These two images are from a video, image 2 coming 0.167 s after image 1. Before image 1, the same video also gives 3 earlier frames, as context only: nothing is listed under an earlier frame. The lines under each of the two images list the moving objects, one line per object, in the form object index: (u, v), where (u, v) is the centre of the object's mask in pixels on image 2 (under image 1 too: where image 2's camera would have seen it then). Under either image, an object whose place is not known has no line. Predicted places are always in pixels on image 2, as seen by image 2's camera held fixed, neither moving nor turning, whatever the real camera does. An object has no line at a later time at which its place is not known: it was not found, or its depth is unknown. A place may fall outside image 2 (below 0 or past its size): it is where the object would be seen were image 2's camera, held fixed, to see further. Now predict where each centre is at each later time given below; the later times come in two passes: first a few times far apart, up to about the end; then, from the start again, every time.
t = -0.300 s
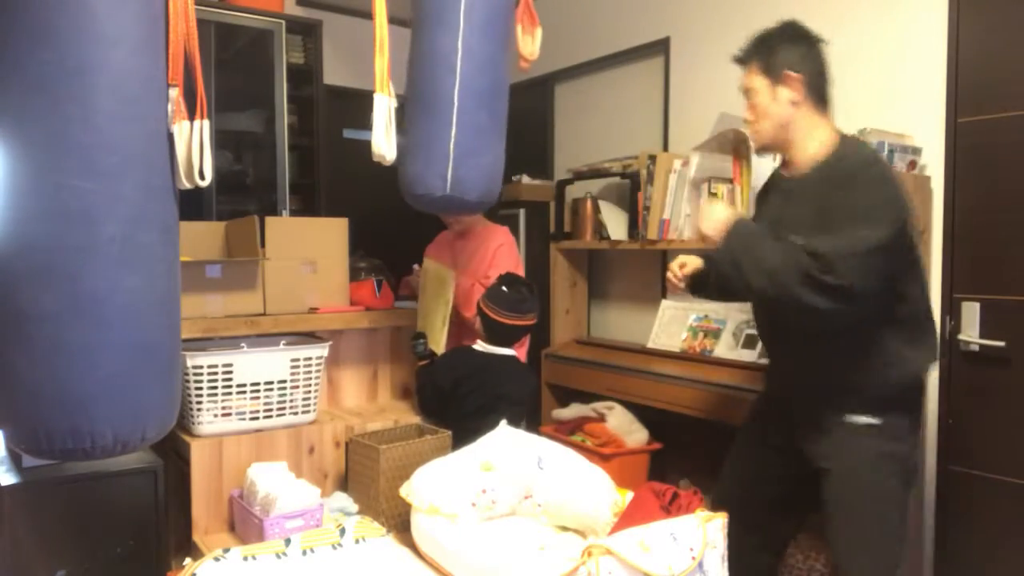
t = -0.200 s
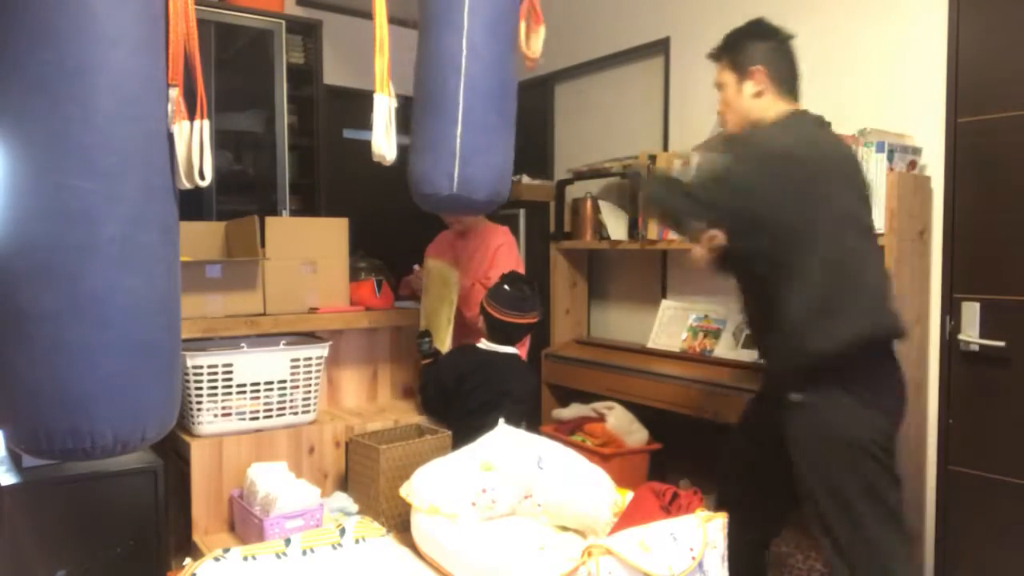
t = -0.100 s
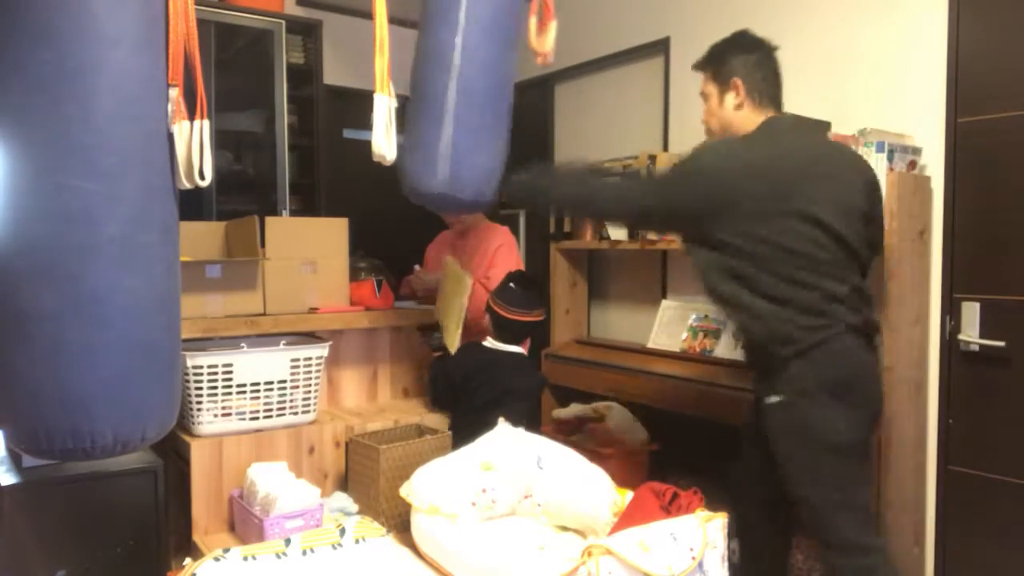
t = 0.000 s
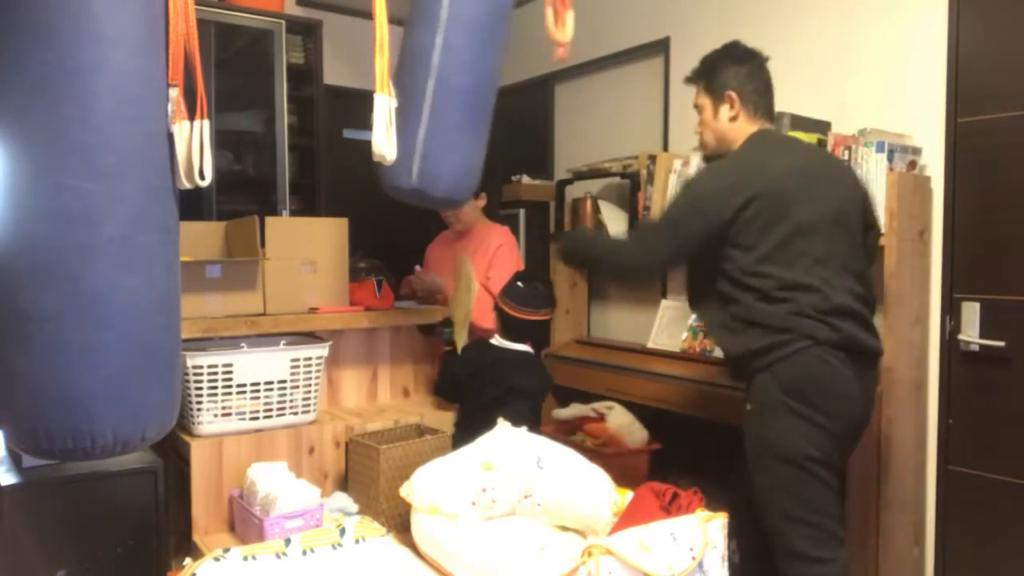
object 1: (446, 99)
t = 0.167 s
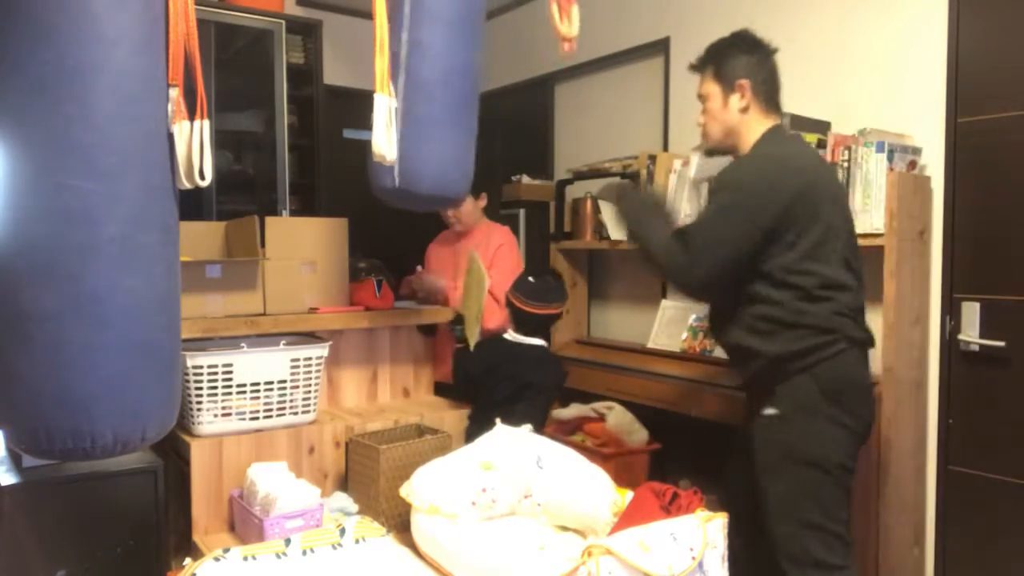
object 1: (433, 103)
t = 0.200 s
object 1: (431, 103)
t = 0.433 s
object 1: (419, 102)
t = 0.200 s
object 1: (431, 103)
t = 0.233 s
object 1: (427, 104)
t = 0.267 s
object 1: (424, 104)
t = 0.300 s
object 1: (421, 104)
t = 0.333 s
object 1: (419, 104)
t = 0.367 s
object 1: (418, 103)
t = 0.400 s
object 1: (418, 102)
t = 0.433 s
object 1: (419, 102)
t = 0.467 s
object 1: (421, 102)
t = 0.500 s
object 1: (423, 102)
